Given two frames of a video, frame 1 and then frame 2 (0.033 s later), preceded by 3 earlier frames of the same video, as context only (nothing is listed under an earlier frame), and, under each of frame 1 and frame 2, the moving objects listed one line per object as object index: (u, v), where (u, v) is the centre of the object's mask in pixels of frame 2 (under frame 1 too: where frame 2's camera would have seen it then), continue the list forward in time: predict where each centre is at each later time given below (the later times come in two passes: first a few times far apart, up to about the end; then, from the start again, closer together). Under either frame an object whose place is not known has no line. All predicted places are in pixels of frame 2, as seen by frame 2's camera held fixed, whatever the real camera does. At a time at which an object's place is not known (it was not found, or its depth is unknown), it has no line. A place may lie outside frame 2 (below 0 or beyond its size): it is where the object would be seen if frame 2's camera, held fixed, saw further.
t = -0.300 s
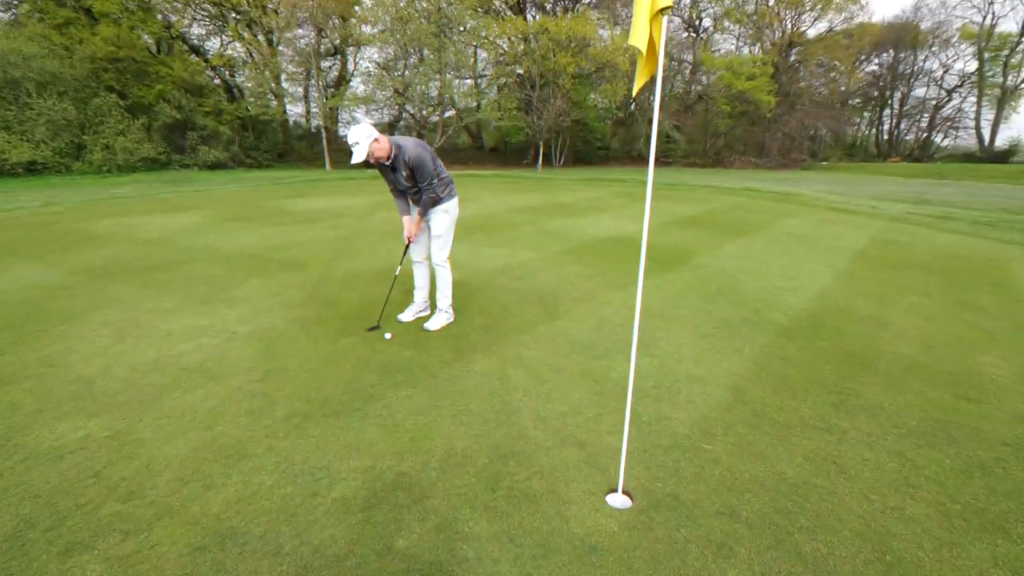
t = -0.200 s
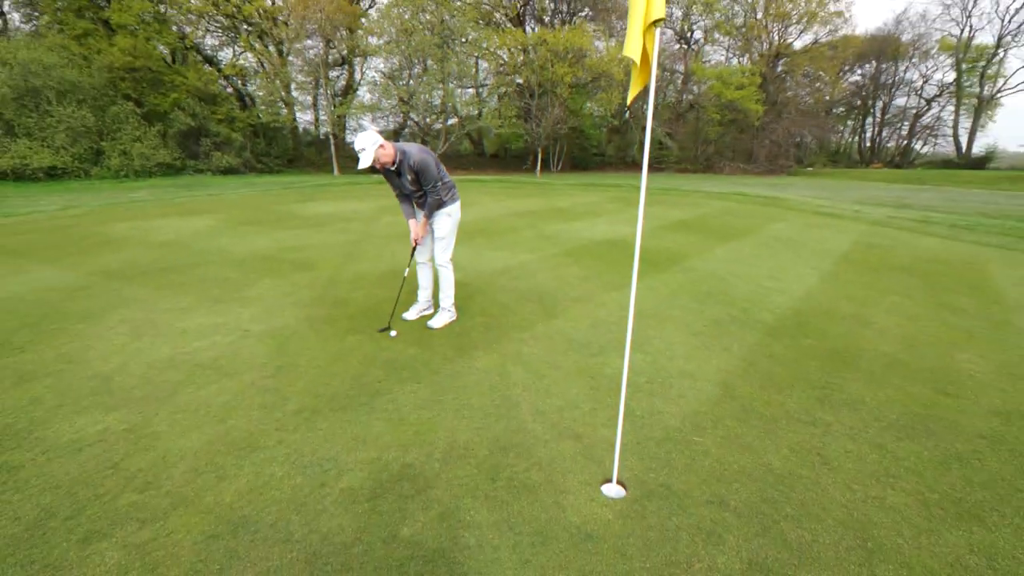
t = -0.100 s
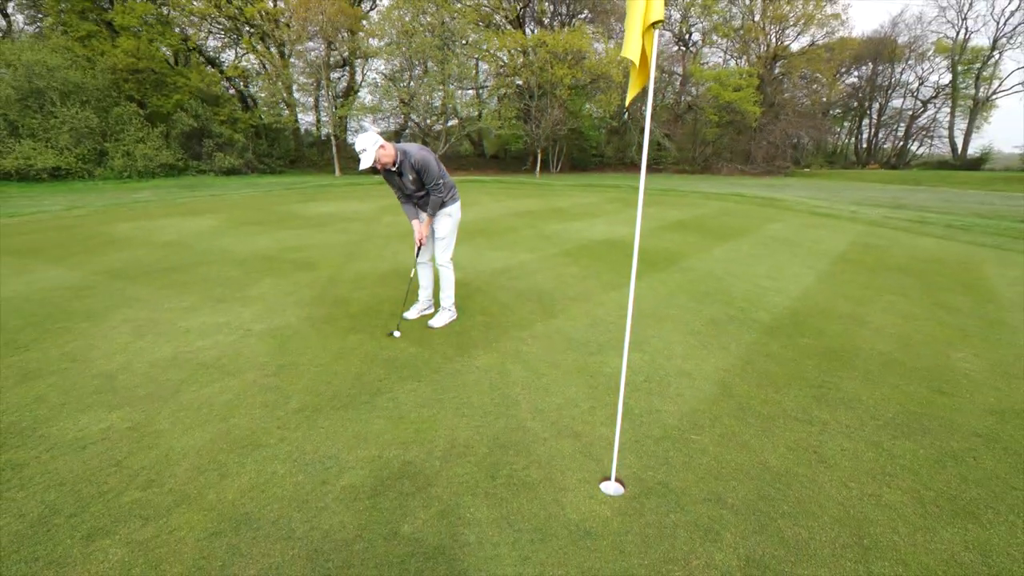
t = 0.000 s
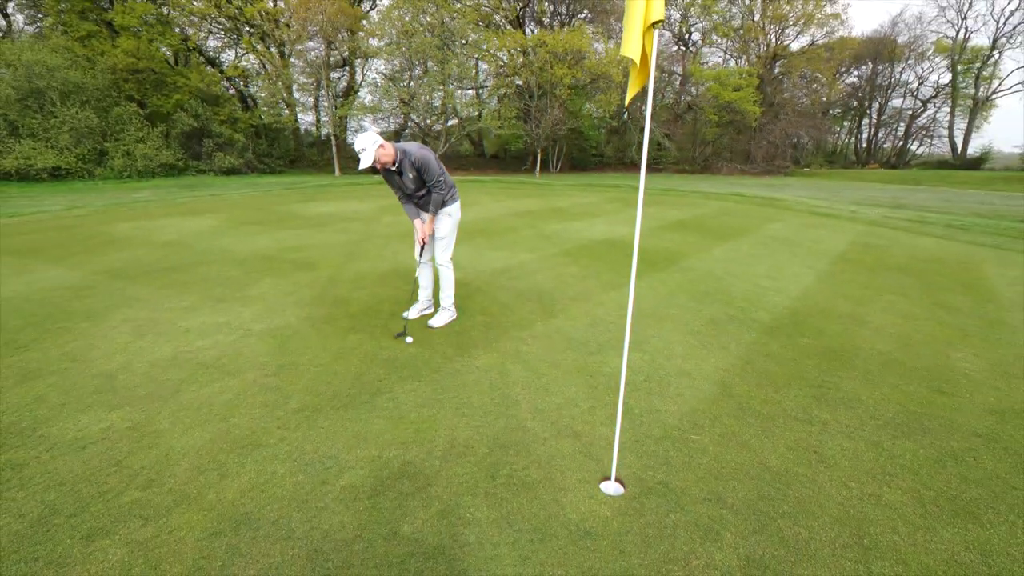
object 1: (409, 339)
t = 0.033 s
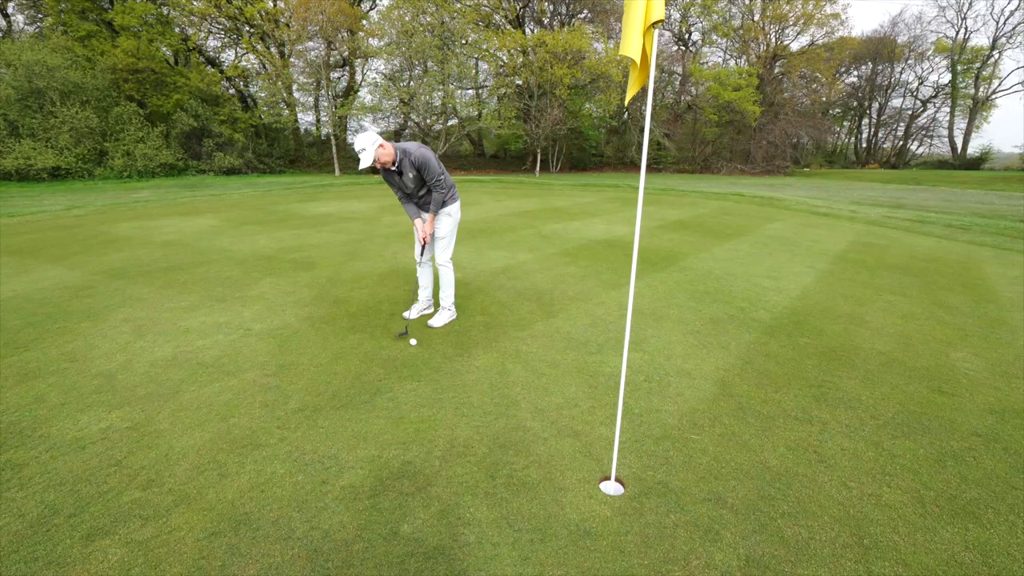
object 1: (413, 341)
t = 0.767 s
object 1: (498, 388)
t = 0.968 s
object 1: (522, 400)
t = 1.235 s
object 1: (550, 417)
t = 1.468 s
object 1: (572, 430)
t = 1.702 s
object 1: (591, 443)
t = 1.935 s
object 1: (606, 454)
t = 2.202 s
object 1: (619, 462)
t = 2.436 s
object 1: (624, 465)
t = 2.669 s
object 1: (626, 466)
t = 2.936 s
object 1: (626, 466)
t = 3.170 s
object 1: (626, 466)
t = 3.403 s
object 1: (626, 466)
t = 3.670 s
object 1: (626, 466)
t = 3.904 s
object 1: (626, 467)
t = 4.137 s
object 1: (626, 467)
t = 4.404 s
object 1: (626, 467)
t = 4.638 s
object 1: (626, 467)
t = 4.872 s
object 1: (626, 467)
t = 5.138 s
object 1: (627, 467)
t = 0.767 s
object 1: (498, 388)
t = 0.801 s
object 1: (502, 389)
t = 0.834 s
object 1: (506, 392)
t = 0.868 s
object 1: (510, 394)
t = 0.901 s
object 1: (514, 396)
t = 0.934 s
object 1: (518, 398)
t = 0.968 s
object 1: (522, 400)
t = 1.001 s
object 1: (526, 402)
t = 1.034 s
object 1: (529, 404)
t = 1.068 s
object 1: (533, 406)
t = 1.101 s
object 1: (536, 408)
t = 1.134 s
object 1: (540, 411)
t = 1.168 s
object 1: (543, 413)
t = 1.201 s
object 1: (547, 414)
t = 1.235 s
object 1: (550, 417)
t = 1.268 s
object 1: (553, 419)
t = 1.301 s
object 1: (557, 421)
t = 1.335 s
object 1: (560, 422)
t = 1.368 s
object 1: (563, 425)
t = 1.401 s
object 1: (566, 426)
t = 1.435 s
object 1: (569, 428)
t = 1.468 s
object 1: (572, 430)
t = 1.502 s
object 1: (575, 432)
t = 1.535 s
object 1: (578, 434)
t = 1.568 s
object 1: (580, 436)
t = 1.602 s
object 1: (583, 438)
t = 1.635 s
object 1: (586, 440)
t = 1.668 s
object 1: (588, 442)
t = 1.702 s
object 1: (591, 443)
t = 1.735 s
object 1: (593, 445)
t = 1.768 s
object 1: (595, 447)
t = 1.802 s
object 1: (597, 448)
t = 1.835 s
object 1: (600, 450)
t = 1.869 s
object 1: (602, 451)
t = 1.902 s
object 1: (604, 453)
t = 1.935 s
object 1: (606, 454)
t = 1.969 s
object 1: (608, 455)
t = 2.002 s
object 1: (609, 456)
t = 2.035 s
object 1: (610, 457)
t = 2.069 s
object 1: (613, 458)
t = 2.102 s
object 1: (615, 460)
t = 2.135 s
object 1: (616, 460)
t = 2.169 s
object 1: (618, 462)
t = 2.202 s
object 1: (619, 462)
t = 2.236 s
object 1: (620, 463)
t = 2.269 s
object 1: (621, 463)
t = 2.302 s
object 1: (622, 464)
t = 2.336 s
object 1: (623, 464)
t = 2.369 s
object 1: (623, 464)
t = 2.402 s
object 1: (624, 465)
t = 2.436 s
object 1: (624, 465)
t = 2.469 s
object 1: (625, 465)
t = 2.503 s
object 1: (625, 466)
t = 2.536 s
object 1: (626, 466)
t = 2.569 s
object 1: (626, 466)
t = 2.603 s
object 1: (626, 466)
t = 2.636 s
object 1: (626, 466)
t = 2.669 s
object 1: (626, 466)
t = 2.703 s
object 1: (626, 466)
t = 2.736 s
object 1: (626, 466)
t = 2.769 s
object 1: (626, 466)
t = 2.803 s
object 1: (626, 466)
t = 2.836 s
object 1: (626, 466)
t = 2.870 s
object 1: (626, 466)
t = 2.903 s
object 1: (626, 466)
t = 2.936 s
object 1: (626, 466)
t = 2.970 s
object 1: (626, 466)
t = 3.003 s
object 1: (626, 466)
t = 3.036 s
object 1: (626, 466)
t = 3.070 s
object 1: (626, 466)
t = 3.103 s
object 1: (626, 466)
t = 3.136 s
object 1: (626, 466)
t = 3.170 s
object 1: (626, 466)
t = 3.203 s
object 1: (626, 466)
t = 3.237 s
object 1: (626, 466)
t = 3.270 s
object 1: (626, 466)
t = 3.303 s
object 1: (626, 466)
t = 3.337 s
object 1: (626, 467)
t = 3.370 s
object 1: (626, 466)
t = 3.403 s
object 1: (626, 466)
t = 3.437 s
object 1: (626, 466)
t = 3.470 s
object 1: (626, 466)
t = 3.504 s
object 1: (626, 467)
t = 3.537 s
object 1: (626, 466)
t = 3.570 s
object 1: (626, 466)
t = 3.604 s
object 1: (626, 466)
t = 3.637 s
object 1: (626, 466)
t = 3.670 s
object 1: (626, 466)
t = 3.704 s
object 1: (626, 466)
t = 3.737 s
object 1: (626, 466)
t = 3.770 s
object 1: (626, 466)
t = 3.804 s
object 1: (626, 467)
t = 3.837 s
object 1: (626, 467)
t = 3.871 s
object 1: (626, 467)
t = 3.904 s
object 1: (626, 467)
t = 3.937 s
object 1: (626, 467)
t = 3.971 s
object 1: (626, 467)
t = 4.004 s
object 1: (626, 467)
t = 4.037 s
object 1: (626, 467)
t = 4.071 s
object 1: (626, 467)
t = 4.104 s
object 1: (626, 467)
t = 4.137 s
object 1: (626, 467)
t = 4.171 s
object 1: (626, 467)
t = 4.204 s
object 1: (626, 467)
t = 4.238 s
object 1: (626, 467)
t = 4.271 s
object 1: (626, 467)
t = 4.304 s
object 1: (626, 467)
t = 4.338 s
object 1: (626, 467)
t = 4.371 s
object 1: (626, 467)
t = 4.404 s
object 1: (626, 467)
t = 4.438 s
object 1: (626, 467)
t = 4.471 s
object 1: (626, 467)
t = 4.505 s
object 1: (626, 467)
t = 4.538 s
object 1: (626, 467)
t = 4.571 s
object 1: (626, 467)
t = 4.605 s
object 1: (626, 467)
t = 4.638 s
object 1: (626, 467)
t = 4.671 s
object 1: (626, 467)
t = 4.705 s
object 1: (626, 467)
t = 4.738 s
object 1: (626, 467)
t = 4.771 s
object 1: (626, 467)
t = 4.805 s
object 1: (626, 467)
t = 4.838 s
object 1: (626, 467)
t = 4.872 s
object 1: (626, 467)
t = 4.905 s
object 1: (626, 467)
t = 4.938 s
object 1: (626, 467)
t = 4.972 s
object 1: (627, 467)
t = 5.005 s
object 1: (627, 467)
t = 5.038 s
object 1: (626, 467)
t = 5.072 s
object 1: (626, 467)
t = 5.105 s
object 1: (626, 467)
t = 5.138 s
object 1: (627, 467)
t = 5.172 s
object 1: (626, 467)
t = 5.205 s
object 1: (626, 467)
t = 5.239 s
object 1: (626, 467)
